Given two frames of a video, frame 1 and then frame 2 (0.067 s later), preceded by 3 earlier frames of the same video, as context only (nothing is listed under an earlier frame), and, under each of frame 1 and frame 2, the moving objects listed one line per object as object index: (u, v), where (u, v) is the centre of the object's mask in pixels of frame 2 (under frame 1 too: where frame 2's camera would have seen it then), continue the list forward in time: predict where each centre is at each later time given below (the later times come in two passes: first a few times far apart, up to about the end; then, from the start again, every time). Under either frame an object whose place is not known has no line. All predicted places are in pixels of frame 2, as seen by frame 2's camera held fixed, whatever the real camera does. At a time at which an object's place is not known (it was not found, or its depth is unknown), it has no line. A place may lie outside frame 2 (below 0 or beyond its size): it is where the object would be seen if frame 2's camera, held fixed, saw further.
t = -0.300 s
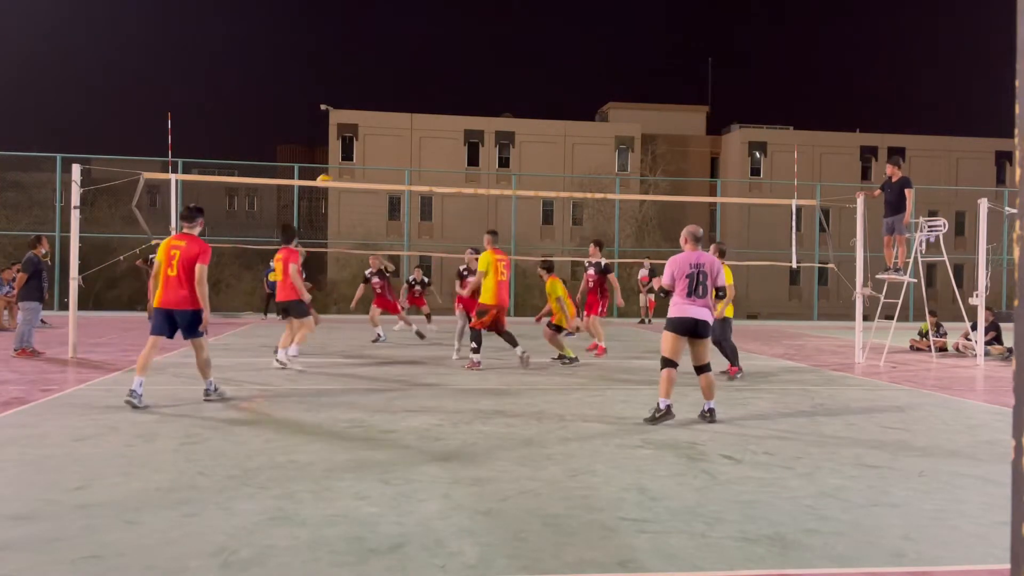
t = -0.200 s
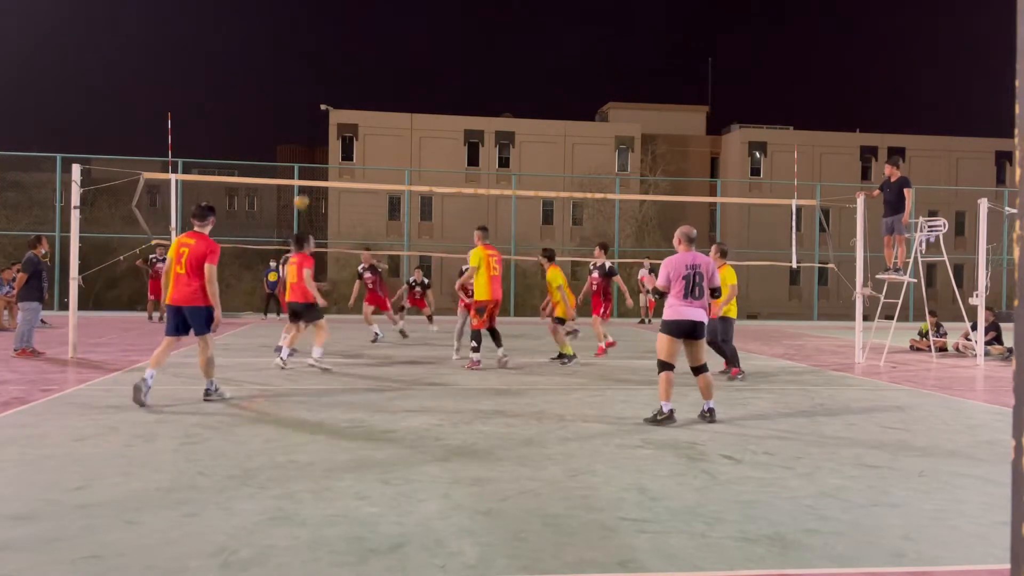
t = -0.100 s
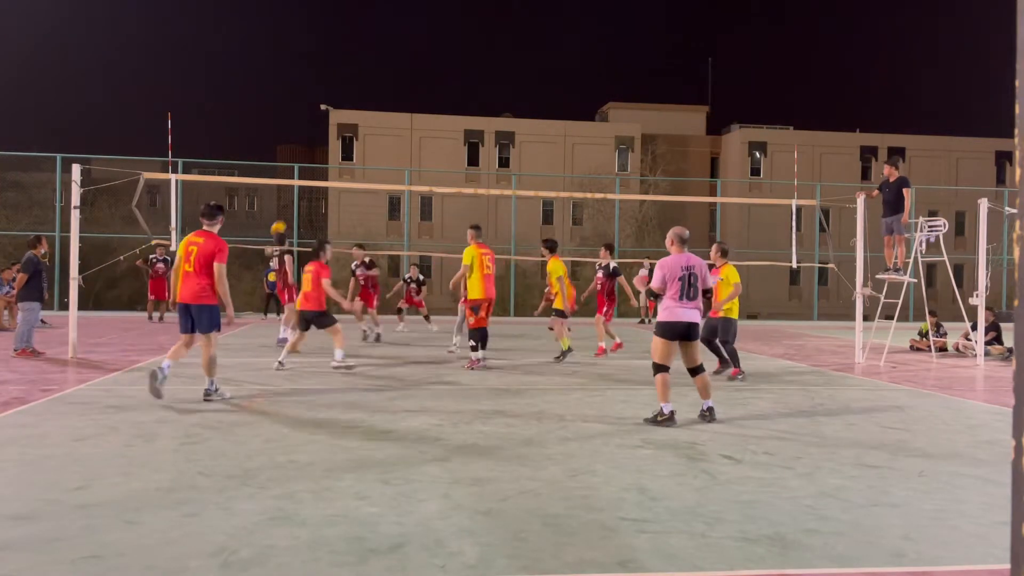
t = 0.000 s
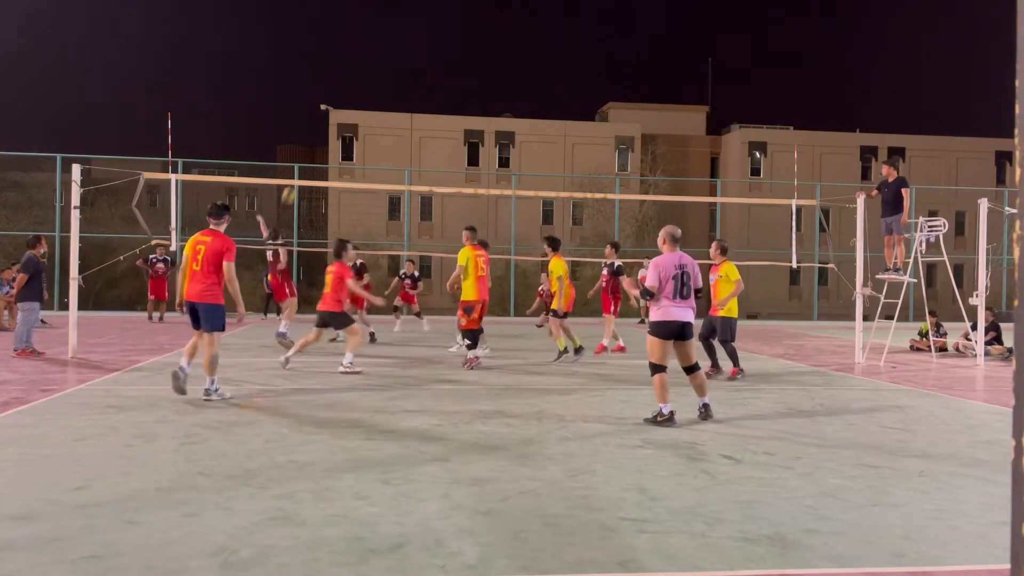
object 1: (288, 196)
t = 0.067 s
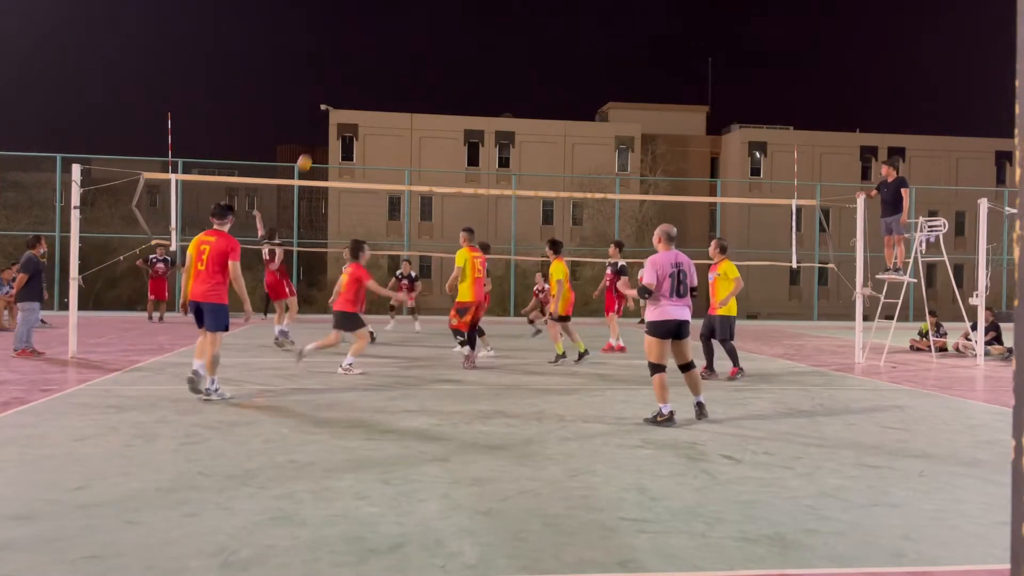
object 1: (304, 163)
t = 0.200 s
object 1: (333, 107)
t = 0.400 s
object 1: (375, 52)
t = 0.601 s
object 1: (415, 22)
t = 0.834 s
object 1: (457, 20)
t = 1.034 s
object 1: (490, 42)
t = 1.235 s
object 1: (521, 85)
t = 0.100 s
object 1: (311, 148)
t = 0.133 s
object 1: (318, 134)
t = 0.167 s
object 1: (325, 121)
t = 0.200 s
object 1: (333, 107)
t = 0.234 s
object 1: (341, 96)
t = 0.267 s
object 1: (348, 86)
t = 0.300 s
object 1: (355, 76)
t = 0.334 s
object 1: (362, 67)
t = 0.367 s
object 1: (368, 59)
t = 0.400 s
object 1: (375, 52)
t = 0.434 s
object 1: (382, 45)
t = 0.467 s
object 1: (388, 39)
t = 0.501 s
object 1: (395, 34)
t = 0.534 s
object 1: (402, 29)
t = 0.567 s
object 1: (408, 25)
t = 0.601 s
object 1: (415, 22)
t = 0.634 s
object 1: (421, 20)
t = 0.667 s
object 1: (427, 19)
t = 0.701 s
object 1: (433, 17)
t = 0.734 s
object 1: (439, 17)
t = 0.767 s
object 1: (445, 17)
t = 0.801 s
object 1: (451, 18)
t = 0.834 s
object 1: (457, 20)
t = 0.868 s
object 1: (463, 22)
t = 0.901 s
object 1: (468, 25)
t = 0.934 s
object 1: (474, 28)
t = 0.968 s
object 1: (479, 32)
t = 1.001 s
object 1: (485, 37)
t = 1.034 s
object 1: (490, 42)
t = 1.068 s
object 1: (496, 48)
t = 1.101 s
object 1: (501, 54)
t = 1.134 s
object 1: (506, 61)
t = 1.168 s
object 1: (511, 68)
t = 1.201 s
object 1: (516, 76)
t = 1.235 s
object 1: (521, 85)
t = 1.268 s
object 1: (526, 94)
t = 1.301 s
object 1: (530, 104)
